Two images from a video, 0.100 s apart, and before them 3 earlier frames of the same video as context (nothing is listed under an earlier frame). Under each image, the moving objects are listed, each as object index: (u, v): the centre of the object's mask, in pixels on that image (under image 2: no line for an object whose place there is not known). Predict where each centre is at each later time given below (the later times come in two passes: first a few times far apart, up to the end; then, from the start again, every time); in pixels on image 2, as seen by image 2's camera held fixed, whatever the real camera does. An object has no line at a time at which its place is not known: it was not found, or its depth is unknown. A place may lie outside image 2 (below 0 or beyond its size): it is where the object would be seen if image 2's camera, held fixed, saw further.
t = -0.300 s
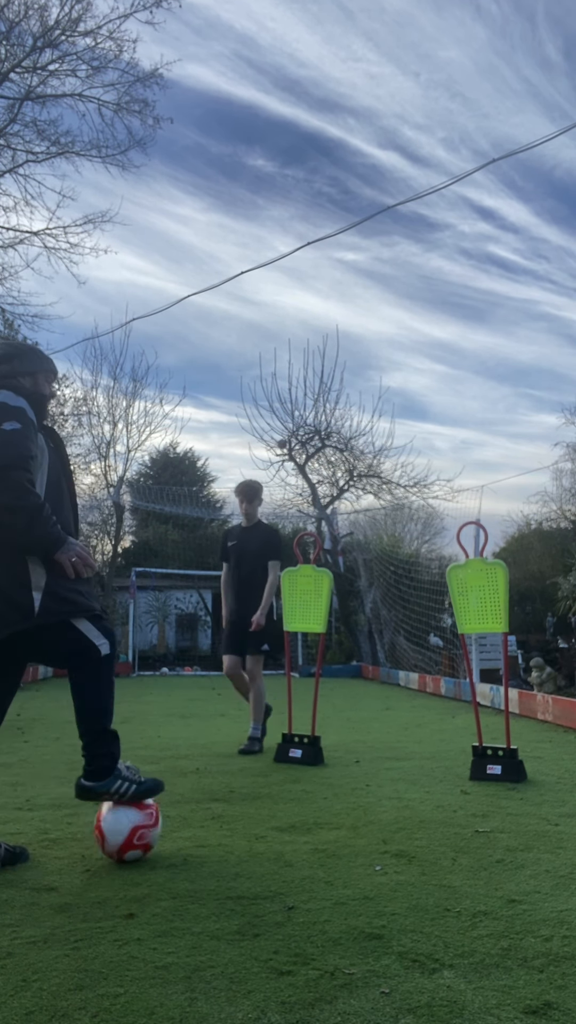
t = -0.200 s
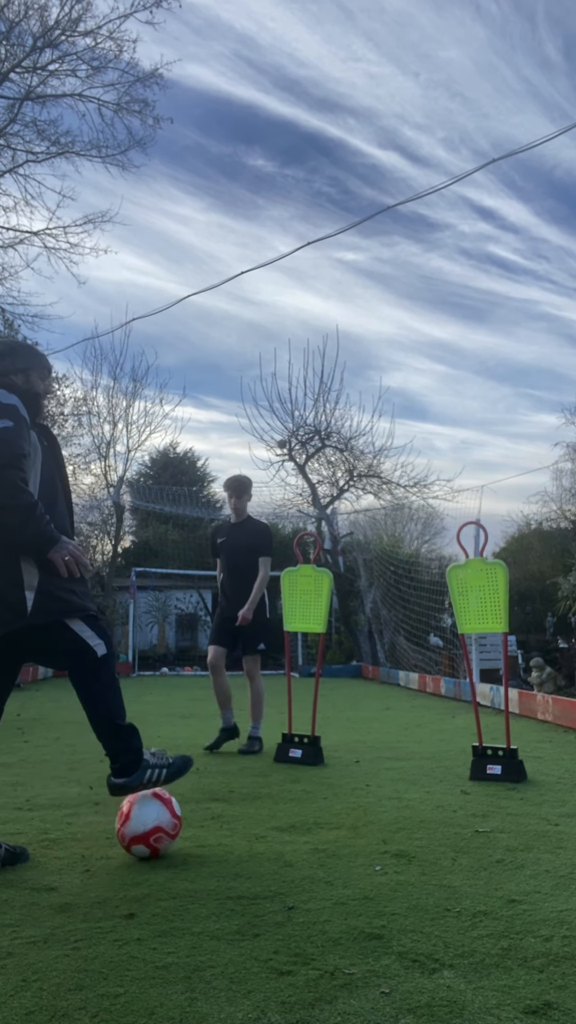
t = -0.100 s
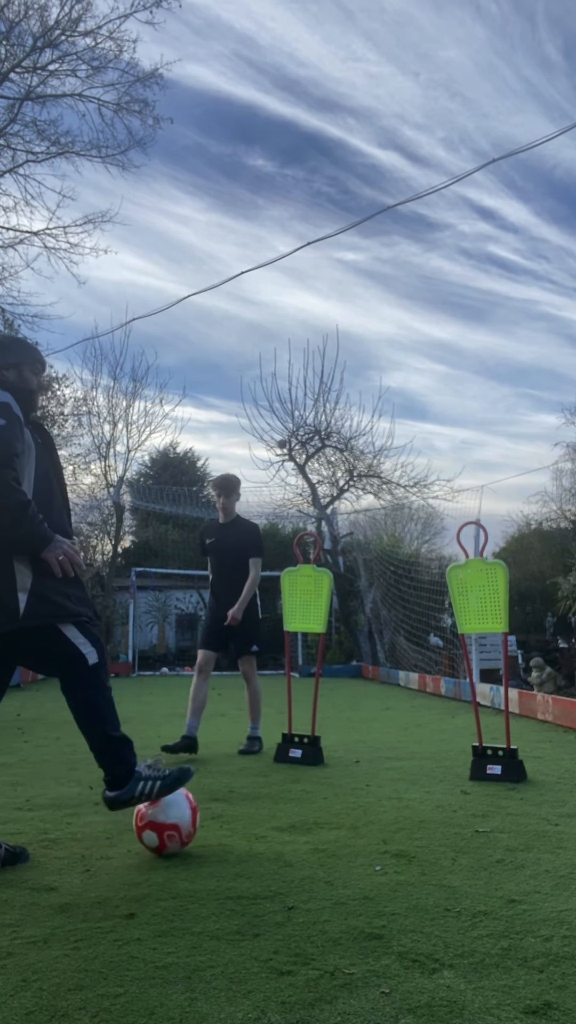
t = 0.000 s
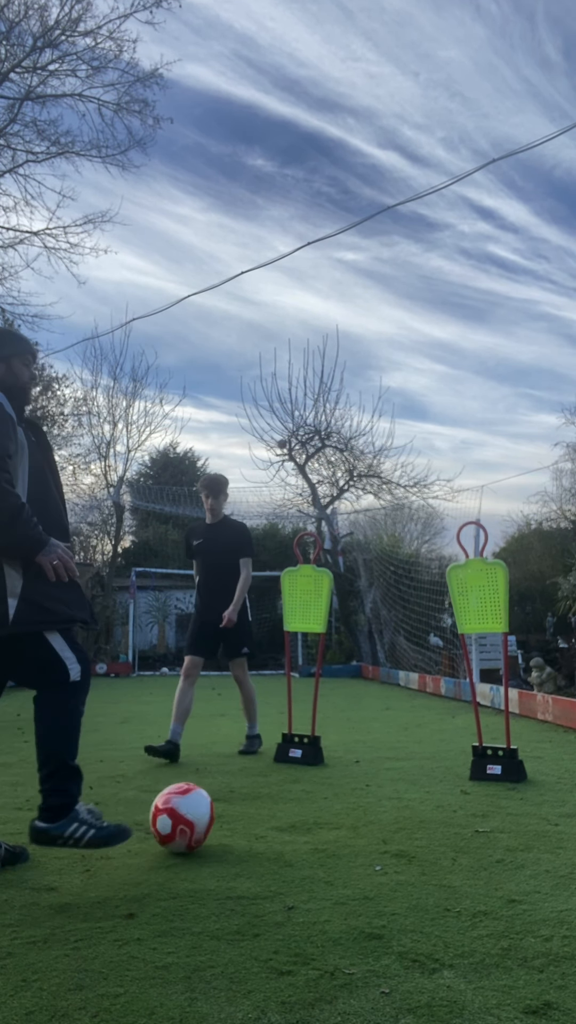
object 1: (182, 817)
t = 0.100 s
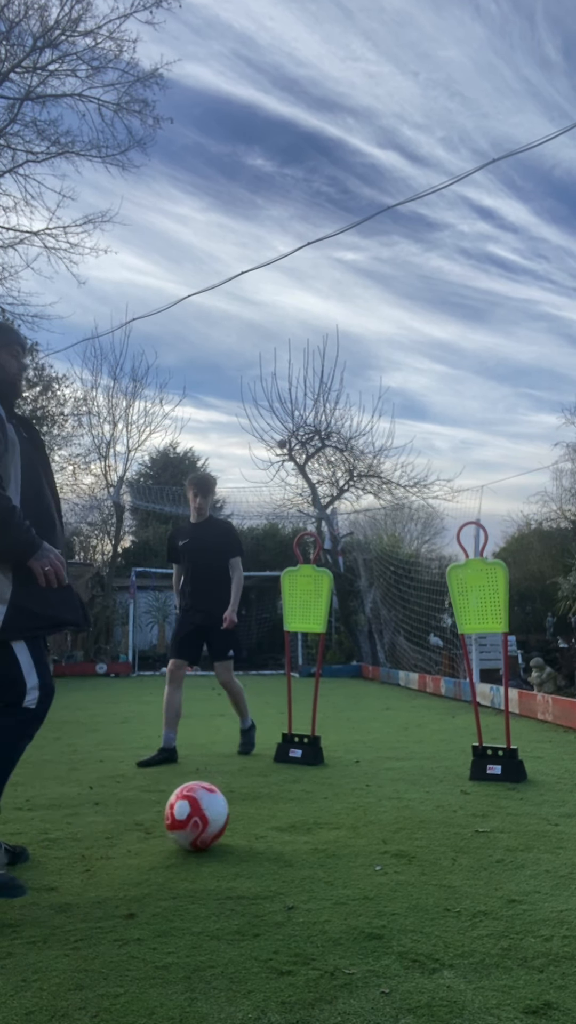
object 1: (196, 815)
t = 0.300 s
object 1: (222, 811)
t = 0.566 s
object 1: (253, 810)
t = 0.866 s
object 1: (282, 805)
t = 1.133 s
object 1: (306, 802)
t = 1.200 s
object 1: (312, 801)
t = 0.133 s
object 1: (201, 815)
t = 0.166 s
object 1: (206, 814)
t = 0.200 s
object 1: (210, 814)
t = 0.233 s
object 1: (214, 813)
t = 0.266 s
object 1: (218, 812)
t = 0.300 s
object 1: (222, 811)
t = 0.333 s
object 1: (226, 811)
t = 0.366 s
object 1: (229, 811)
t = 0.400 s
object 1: (233, 811)
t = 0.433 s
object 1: (237, 811)
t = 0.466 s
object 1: (241, 810)
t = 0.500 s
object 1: (245, 810)
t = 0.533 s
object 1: (249, 810)
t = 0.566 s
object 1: (253, 810)
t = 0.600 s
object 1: (256, 810)
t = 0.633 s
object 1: (260, 810)
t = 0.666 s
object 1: (264, 809)
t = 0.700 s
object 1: (267, 808)
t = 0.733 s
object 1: (270, 807)
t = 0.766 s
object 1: (274, 806)
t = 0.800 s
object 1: (277, 806)
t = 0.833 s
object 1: (279, 806)
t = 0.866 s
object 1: (282, 805)
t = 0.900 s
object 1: (285, 805)
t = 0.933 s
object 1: (288, 805)
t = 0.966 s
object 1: (291, 805)
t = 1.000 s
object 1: (294, 804)
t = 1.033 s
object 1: (297, 804)
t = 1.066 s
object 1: (300, 803)
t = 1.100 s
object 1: (304, 803)
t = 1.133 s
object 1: (306, 802)
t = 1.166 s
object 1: (309, 802)
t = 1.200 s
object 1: (312, 801)
